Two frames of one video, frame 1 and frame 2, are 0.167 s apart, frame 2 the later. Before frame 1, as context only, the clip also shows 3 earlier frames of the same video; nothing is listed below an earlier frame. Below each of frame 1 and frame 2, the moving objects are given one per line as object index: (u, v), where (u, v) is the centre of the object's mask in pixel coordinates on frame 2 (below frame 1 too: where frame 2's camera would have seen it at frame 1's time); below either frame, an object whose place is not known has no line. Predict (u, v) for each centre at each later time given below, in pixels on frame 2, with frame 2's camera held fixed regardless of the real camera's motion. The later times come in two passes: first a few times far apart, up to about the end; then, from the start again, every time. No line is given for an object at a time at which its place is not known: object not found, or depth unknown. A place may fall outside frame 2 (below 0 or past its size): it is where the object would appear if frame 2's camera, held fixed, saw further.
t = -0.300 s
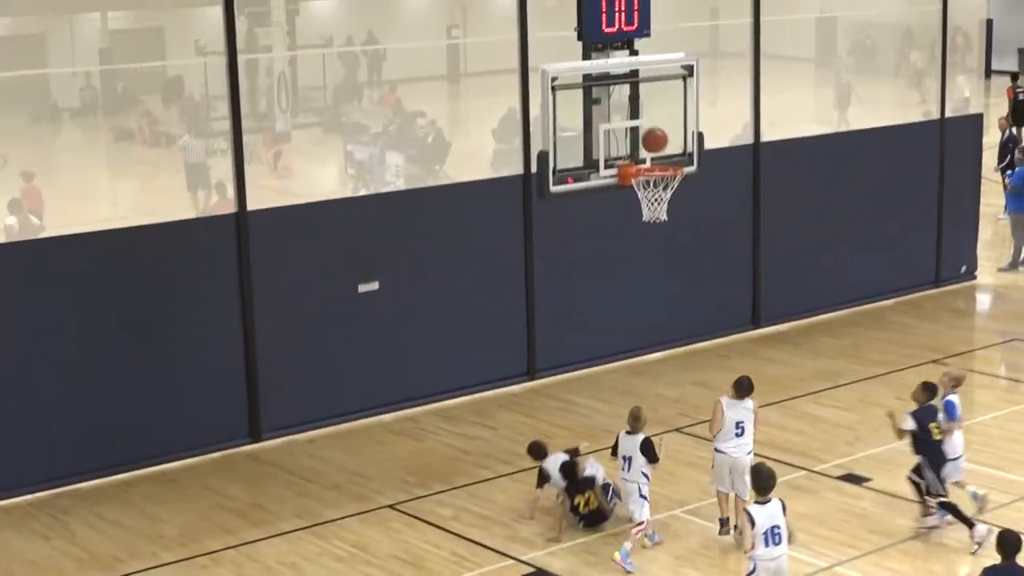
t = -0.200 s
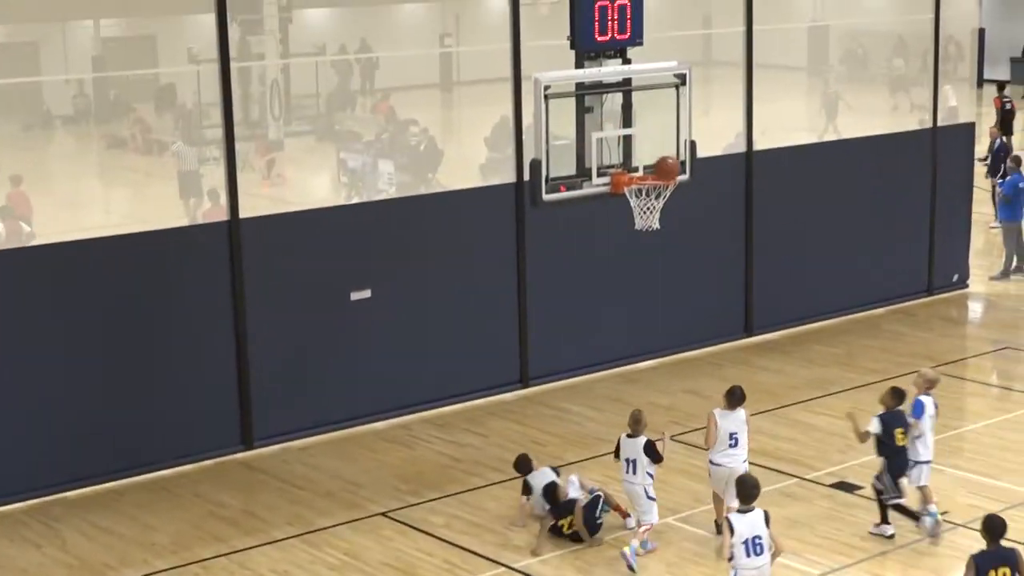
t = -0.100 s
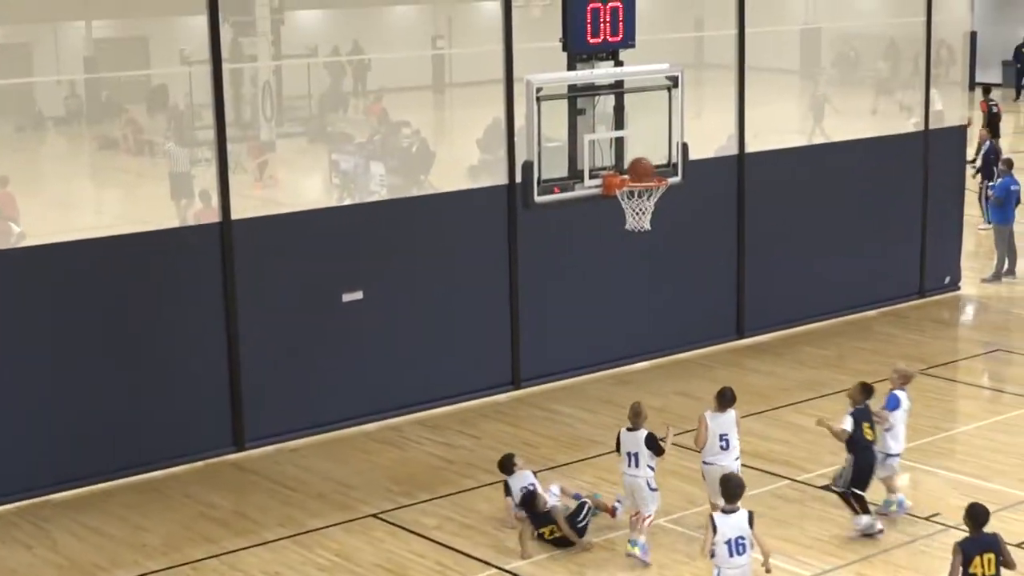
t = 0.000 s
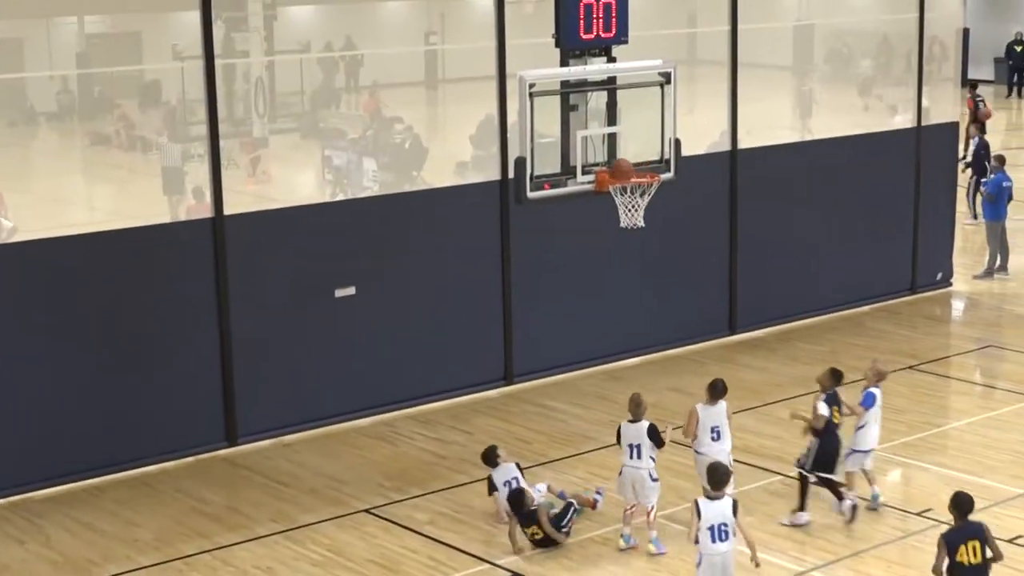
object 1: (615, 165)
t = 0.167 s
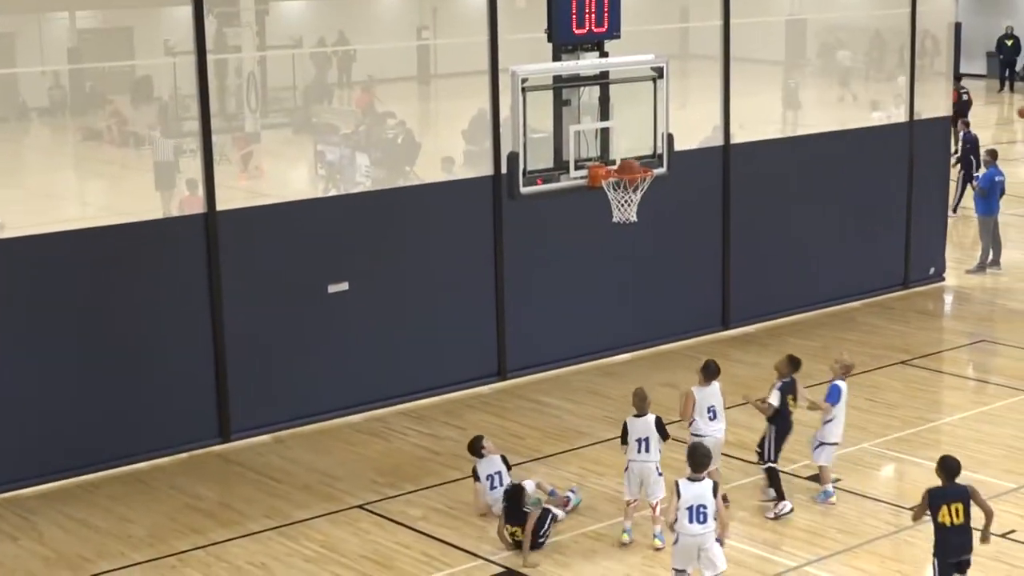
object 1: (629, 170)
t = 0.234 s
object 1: (630, 178)
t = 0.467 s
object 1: (633, 233)
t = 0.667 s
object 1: (631, 315)
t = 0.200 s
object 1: (631, 172)
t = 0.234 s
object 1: (630, 178)
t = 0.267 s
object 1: (631, 181)
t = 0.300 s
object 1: (633, 191)
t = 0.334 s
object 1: (635, 200)
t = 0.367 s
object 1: (634, 207)
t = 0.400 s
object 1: (634, 222)
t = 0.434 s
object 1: (634, 224)
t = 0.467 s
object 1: (633, 233)
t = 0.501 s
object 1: (633, 244)
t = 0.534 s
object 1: (632, 256)
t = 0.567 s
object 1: (632, 268)
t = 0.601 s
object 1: (631, 282)
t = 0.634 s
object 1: (631, 298)
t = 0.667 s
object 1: (631, 315)
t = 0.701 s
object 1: (630, 332)
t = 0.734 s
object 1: (629, 351)
